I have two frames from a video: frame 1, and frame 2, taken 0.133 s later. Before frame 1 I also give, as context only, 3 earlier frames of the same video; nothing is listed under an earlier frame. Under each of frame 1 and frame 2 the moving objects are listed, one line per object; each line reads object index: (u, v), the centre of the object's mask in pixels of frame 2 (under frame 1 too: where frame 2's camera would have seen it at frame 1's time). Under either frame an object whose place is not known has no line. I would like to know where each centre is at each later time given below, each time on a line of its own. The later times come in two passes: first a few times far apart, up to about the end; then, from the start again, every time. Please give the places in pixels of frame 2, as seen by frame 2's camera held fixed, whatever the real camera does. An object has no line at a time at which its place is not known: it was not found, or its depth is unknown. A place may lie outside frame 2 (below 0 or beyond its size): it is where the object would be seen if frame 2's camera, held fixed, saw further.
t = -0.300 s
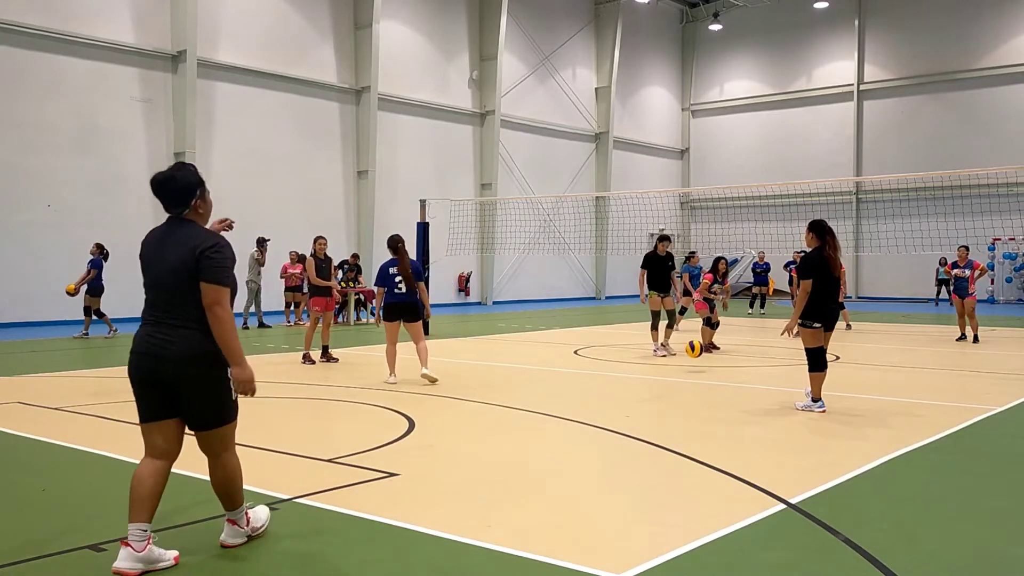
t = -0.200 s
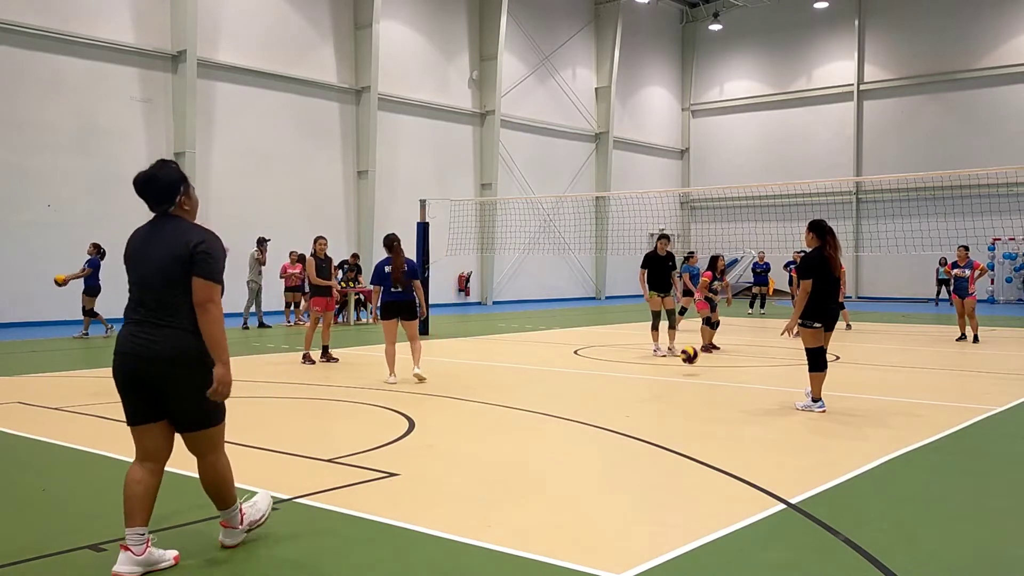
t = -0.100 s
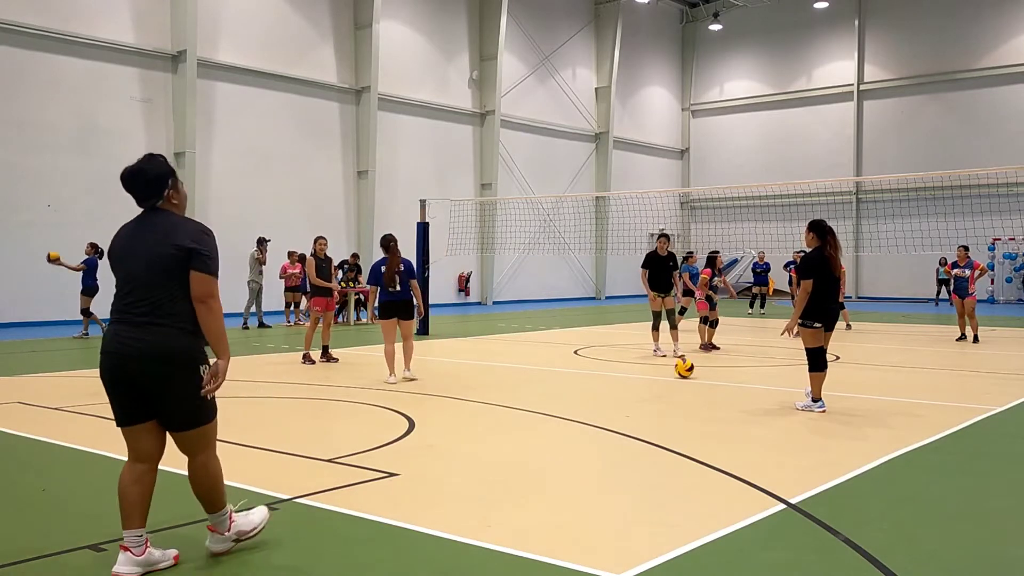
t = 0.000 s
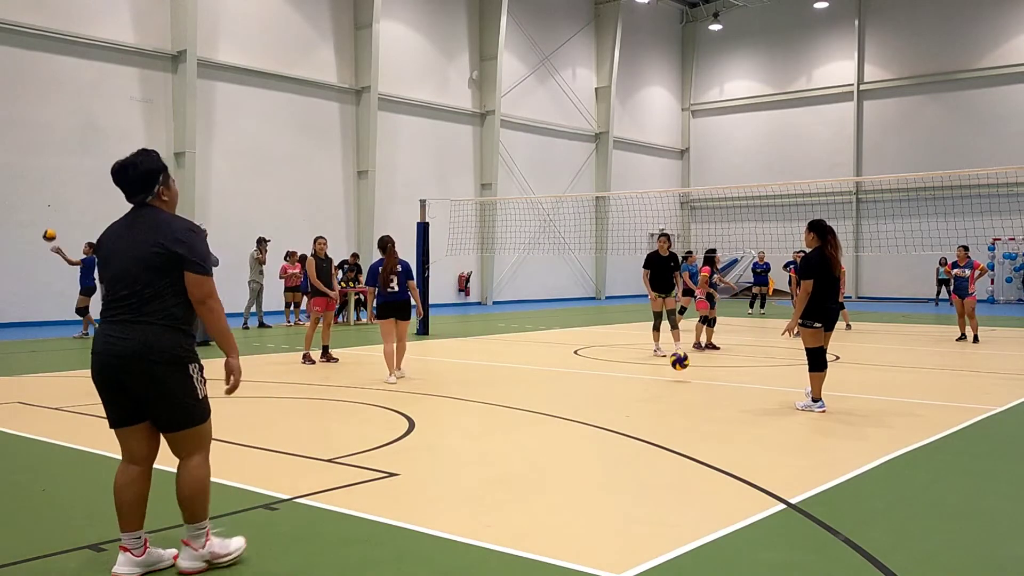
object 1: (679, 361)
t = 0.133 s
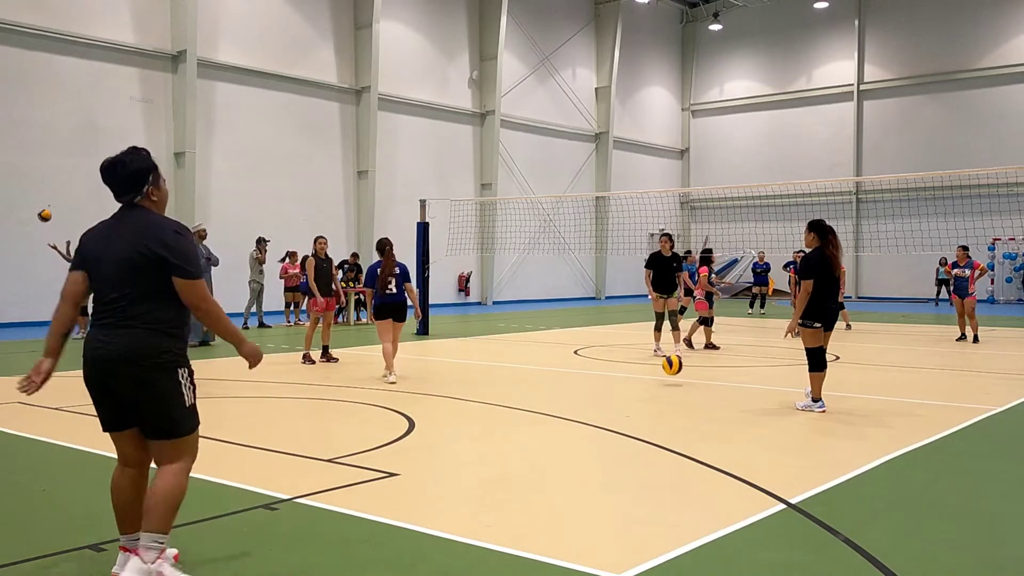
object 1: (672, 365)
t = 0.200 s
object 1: (668, 374)
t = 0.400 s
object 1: (657, 371)
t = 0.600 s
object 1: (644, 385)
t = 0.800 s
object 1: (629, 398)
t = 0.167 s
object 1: (671, 369)
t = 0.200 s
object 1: (668, 374)
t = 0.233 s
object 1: (666, 377)
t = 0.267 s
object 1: (665, 374)
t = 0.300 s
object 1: (663, 371)
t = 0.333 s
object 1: (661, 370)
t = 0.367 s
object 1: (659, 370)
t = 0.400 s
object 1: (657, 371)
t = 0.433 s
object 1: (655, 373)
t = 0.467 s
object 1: (653, 376)
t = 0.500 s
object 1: (651, 381)
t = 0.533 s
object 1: (648, 387)
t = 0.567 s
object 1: (646, 388)
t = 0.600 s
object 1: (644, 385)
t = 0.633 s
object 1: (642, 384)
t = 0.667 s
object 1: (638, 384)
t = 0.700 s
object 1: (637, 386)
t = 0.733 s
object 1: (634, 388)
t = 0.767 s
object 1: (631, 392)
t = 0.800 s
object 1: (629, 398)
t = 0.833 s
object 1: (627, 401)
